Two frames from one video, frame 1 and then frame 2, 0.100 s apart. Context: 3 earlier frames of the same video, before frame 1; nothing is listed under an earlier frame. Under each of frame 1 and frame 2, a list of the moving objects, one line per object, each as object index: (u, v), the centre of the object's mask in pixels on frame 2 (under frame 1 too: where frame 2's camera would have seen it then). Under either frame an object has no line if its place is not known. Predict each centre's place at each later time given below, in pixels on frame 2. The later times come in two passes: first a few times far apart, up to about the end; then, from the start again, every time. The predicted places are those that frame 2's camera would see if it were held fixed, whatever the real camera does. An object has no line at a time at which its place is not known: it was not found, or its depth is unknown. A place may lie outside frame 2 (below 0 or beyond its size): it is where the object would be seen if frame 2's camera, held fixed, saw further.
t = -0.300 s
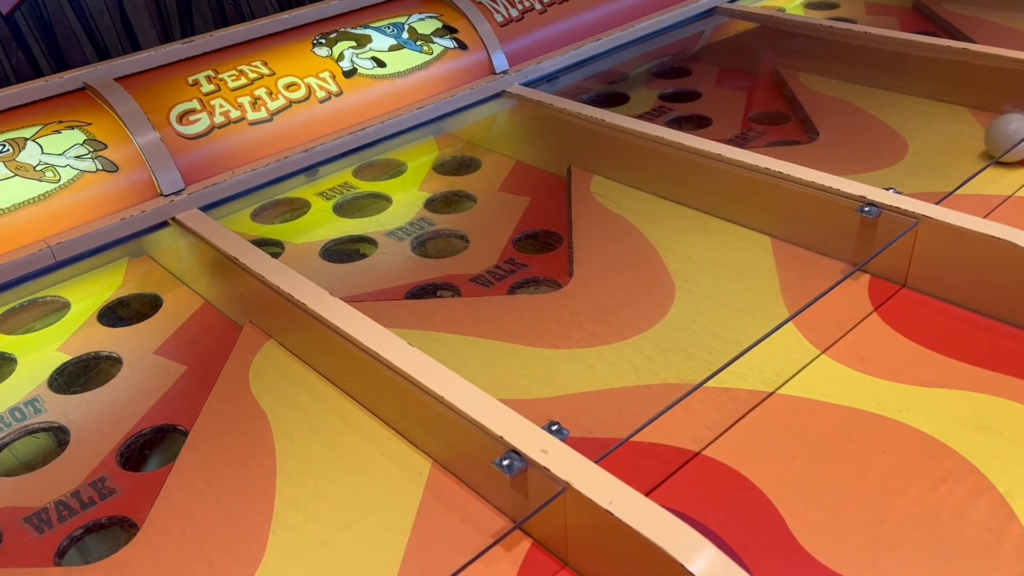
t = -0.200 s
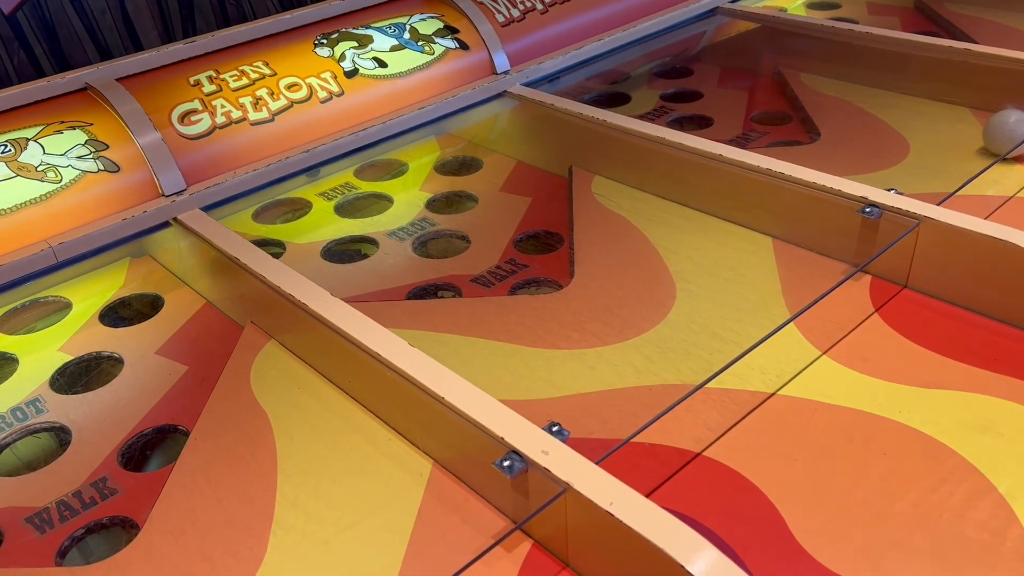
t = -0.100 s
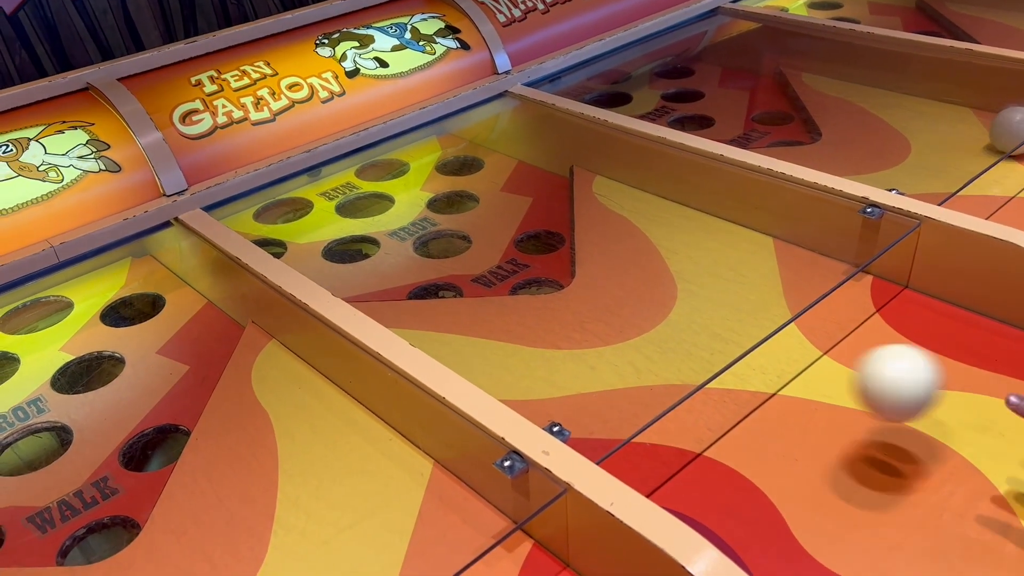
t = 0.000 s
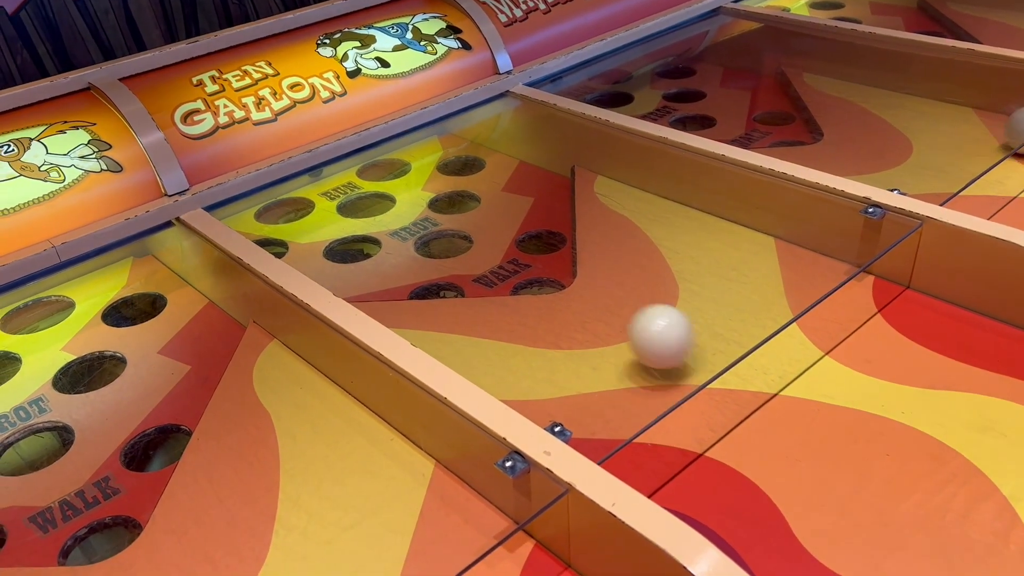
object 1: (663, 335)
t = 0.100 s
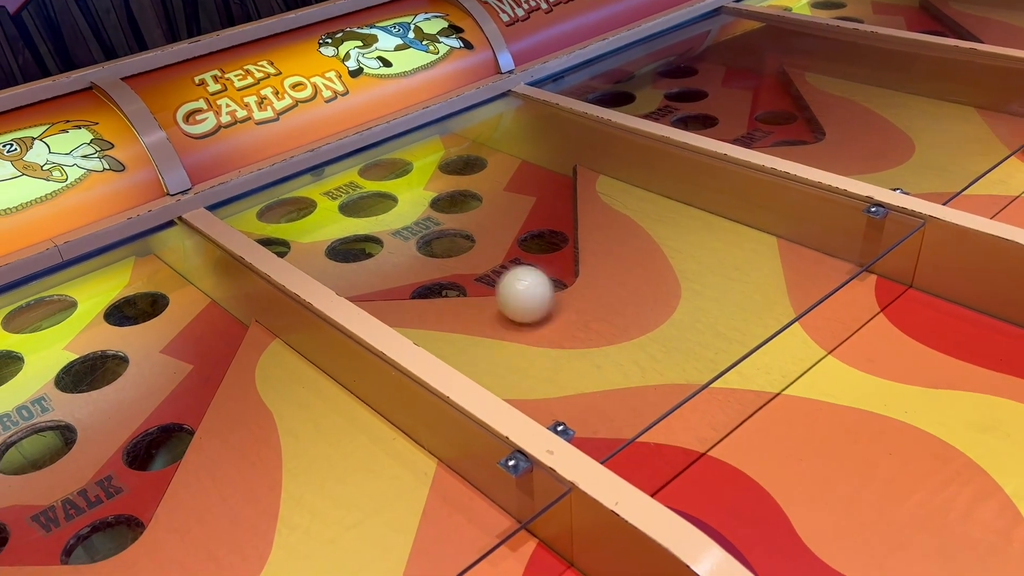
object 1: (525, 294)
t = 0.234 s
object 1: (406, 265)
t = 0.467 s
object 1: (284, 220)
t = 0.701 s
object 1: (249, 216)
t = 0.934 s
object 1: (260, 226)
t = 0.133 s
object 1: (490, 281)
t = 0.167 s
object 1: (459, 269)
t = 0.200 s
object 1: (432, 264)
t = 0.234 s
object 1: (406, 265)
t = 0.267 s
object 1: (384, 255)
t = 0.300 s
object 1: (366, 252)
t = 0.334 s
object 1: (347, 245)
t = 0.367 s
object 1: (329, 238)
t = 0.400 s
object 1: (313, 231)
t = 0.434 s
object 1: (298, 225)
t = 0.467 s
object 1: (284, 220)
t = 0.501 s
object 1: (271, 215)
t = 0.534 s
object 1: (260, 212)
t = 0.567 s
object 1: (251, 212)
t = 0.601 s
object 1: (240, 211)
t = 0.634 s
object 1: (241, 212)
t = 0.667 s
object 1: (245, 214)
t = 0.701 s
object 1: (249, 216)
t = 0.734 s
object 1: (254, 218)
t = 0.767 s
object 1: (261, 225)
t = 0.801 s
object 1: (270, 238)
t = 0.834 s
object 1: (261, 237)
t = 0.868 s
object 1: (256, 230)
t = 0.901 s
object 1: (257, 227)
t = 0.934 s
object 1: (260, 226)
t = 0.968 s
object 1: (266, 229)
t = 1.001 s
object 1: (270, 235)
